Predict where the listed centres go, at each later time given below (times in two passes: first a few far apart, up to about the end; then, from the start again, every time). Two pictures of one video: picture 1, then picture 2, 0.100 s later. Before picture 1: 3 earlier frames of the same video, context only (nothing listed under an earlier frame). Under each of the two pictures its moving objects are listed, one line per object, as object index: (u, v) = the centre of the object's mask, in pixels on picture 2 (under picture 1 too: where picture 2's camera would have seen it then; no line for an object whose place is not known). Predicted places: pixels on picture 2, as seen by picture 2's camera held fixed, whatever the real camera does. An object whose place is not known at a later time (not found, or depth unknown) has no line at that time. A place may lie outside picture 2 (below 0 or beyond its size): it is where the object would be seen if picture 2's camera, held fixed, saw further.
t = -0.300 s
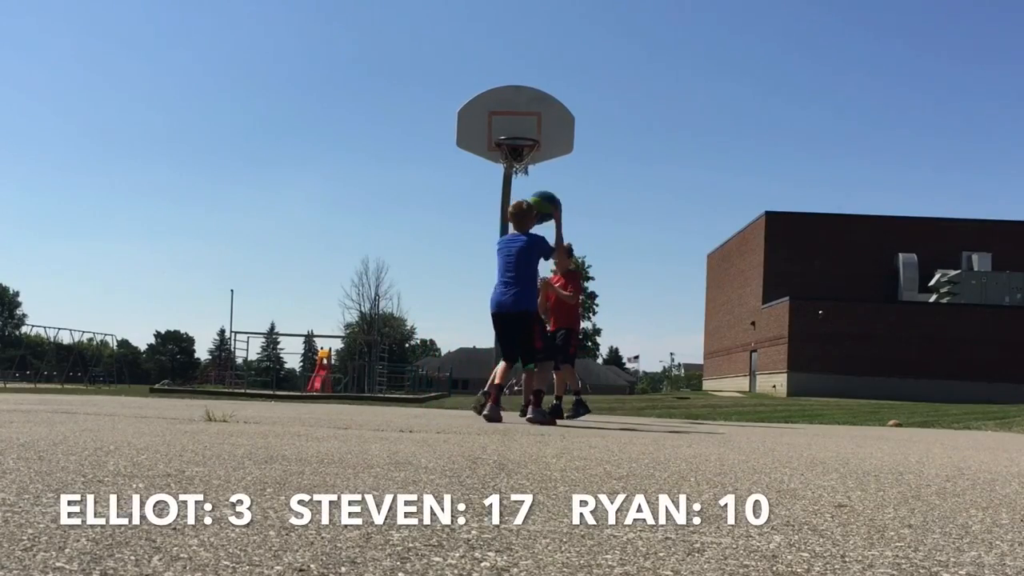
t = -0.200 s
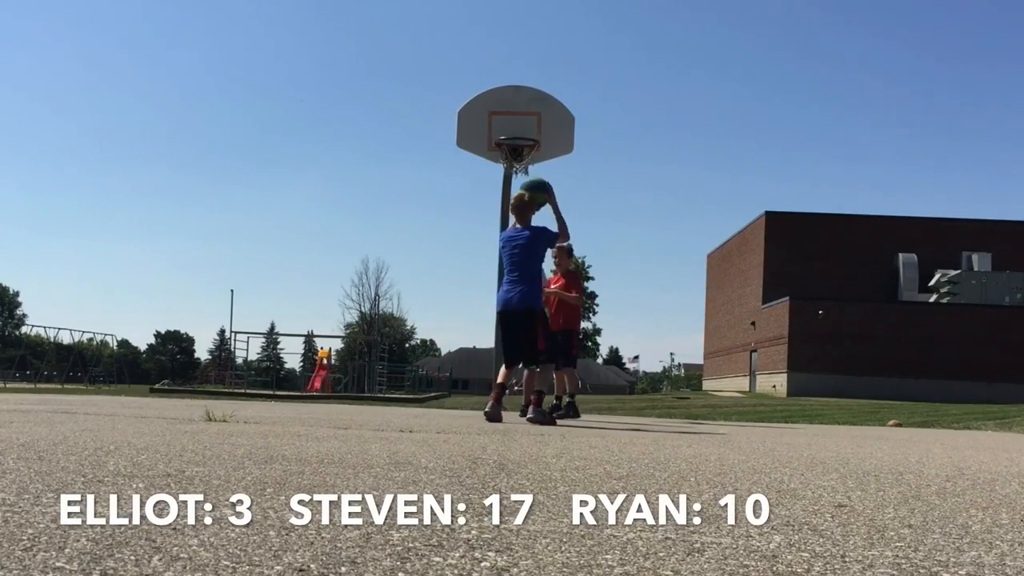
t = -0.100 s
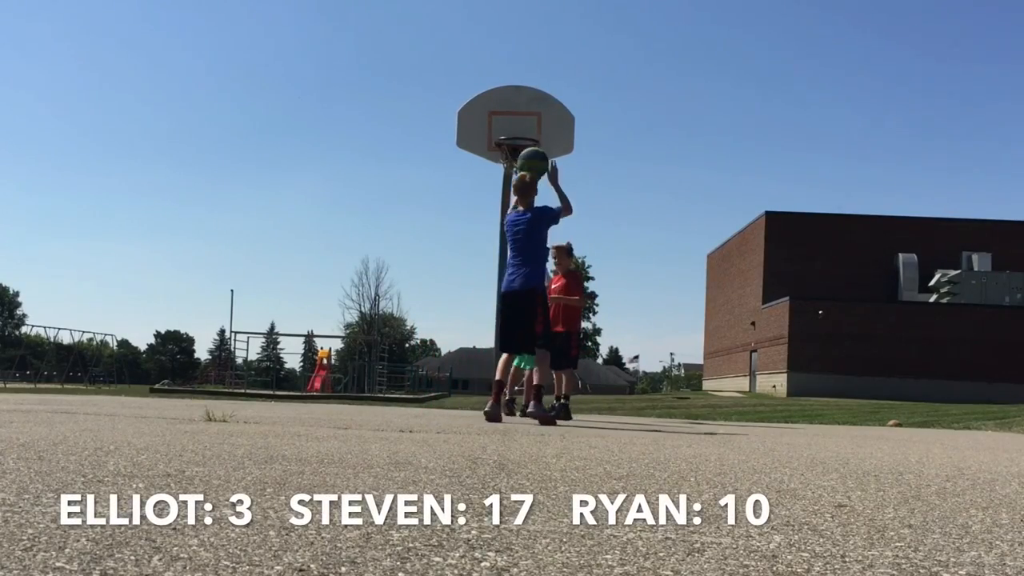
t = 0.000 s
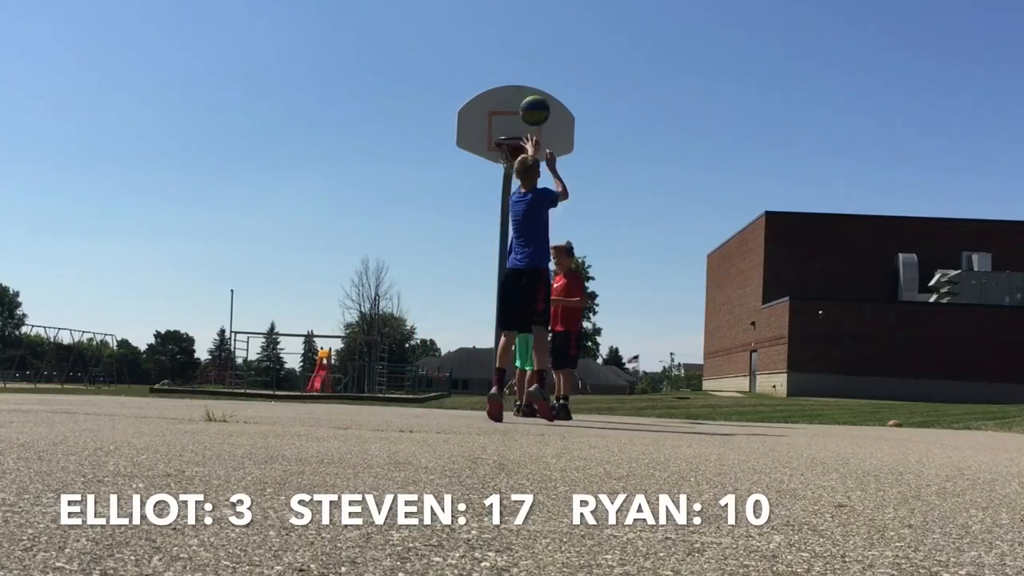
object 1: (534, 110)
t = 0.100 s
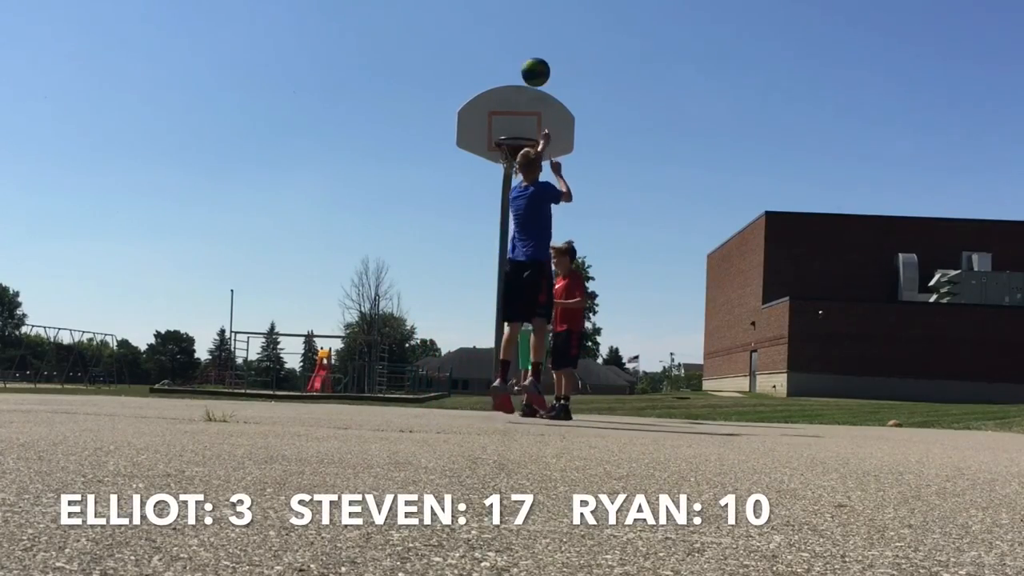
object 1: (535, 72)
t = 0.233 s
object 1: (535, 44)
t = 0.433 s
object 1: (533, 40)
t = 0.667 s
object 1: (529, 83)
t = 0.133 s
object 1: (536, 62)
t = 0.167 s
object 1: (536, 55)
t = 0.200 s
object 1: (535, 48)
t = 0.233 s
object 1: (535, 44)
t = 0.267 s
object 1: (535, 40)
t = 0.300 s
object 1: (535, 38)
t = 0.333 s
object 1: (534, 37)
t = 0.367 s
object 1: (534, 37)
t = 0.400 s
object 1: (534, 38)
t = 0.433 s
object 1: (533, 40)
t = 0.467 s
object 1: (533, 44)
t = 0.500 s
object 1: (532, 48)
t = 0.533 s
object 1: (532, 53)
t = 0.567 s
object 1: (531, 59)
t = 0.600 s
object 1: (531, 66)
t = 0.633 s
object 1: (530, 74)
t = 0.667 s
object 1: (529, 83)
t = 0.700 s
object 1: (529, 92)
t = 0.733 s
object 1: (528, 102)
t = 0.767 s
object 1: (527, 114)
